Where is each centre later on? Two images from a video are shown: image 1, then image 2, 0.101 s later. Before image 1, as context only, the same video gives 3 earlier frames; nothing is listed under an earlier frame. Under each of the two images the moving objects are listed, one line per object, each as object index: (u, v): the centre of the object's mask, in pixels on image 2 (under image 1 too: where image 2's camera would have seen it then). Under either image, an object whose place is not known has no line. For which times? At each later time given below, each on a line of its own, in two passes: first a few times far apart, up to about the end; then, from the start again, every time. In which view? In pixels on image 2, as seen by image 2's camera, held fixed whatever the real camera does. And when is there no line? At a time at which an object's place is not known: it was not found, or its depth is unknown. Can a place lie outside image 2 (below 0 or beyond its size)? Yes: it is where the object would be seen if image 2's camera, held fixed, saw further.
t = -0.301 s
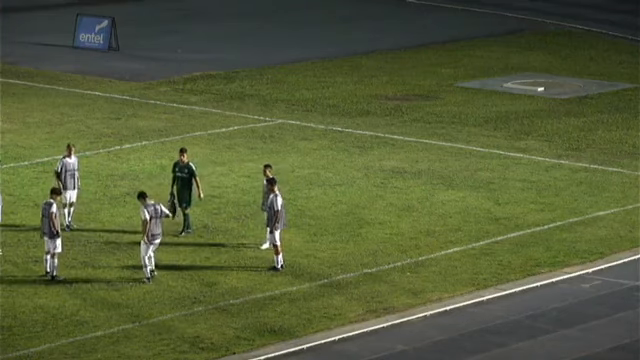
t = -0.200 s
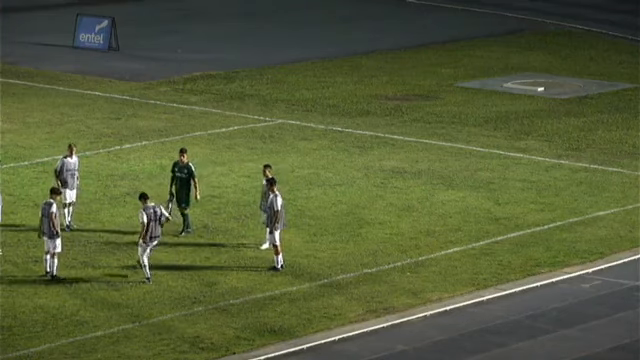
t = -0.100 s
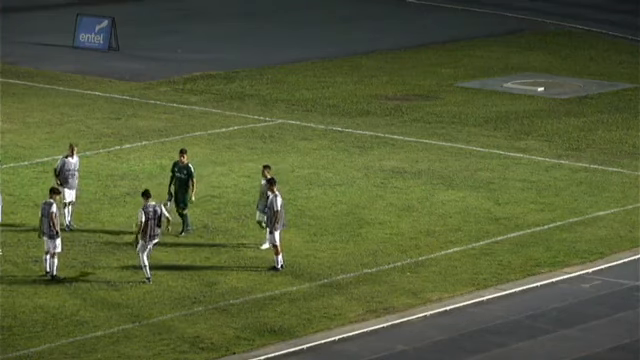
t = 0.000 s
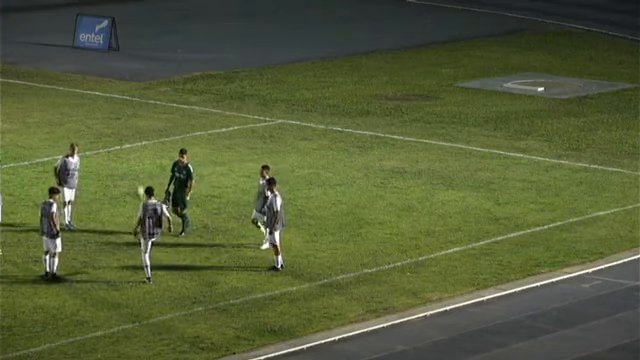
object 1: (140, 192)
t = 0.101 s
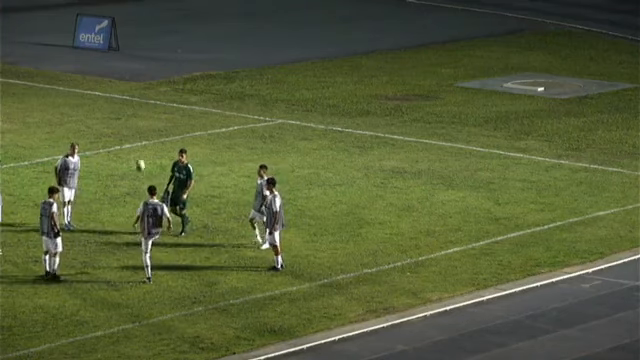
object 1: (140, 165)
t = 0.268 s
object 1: (139, 131)
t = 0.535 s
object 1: (137, 108)
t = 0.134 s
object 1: (139, 157)
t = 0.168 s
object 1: (139, 150)
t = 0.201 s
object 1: (139, 143)
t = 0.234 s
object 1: (140, 136)
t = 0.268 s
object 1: (139, 131)
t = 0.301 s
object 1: (140, 125)
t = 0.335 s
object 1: (140, 120)
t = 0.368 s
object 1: (139, 118)
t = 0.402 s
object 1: (138, 115)
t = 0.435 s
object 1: (138, 113)
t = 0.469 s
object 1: (137, 109)
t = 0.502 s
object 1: (136, 109)
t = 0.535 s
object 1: (137, 108)
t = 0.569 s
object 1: (137, 108)
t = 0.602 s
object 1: (138, 109)
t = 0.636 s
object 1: (138, 109)
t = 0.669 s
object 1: (138, 110)
